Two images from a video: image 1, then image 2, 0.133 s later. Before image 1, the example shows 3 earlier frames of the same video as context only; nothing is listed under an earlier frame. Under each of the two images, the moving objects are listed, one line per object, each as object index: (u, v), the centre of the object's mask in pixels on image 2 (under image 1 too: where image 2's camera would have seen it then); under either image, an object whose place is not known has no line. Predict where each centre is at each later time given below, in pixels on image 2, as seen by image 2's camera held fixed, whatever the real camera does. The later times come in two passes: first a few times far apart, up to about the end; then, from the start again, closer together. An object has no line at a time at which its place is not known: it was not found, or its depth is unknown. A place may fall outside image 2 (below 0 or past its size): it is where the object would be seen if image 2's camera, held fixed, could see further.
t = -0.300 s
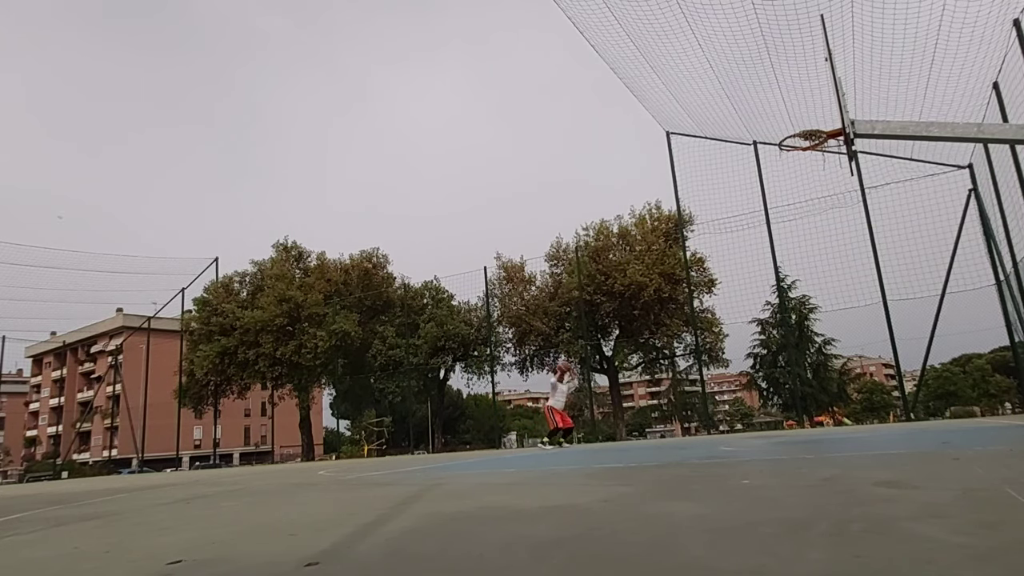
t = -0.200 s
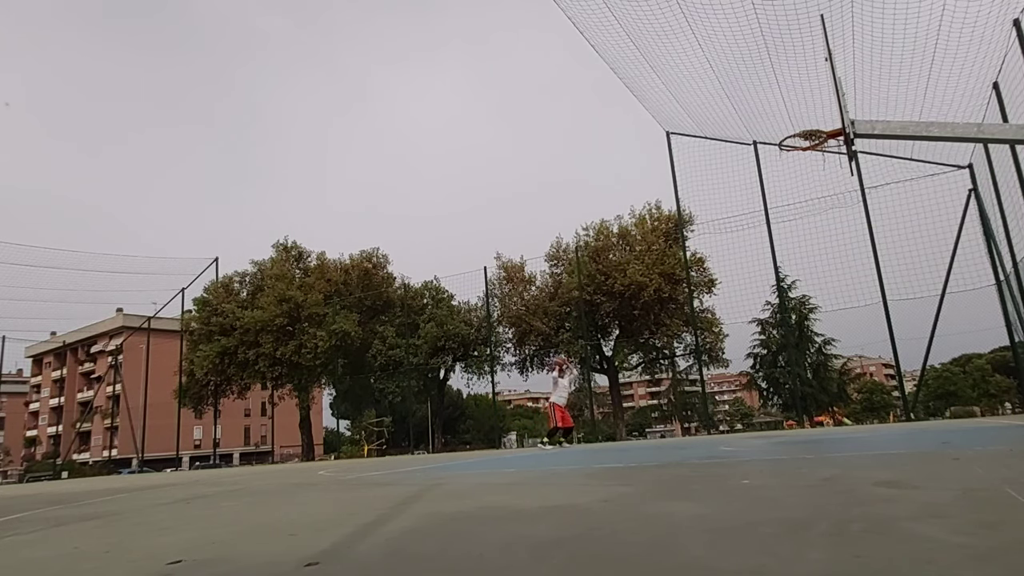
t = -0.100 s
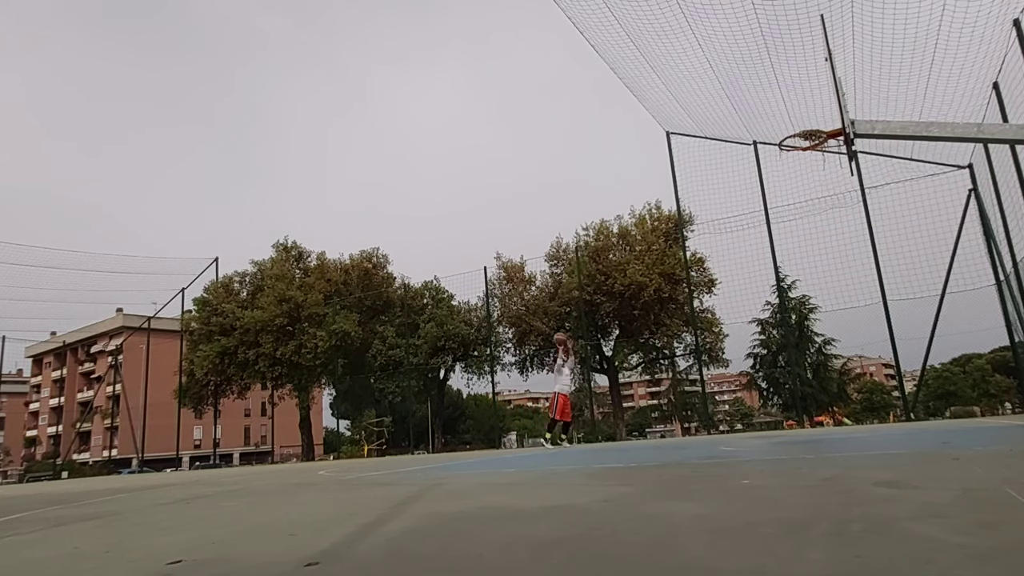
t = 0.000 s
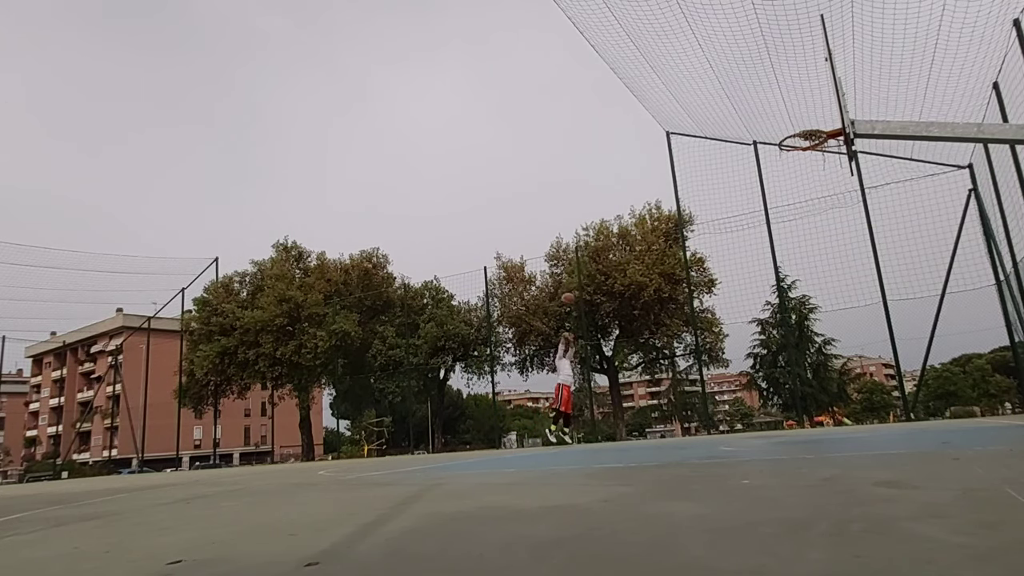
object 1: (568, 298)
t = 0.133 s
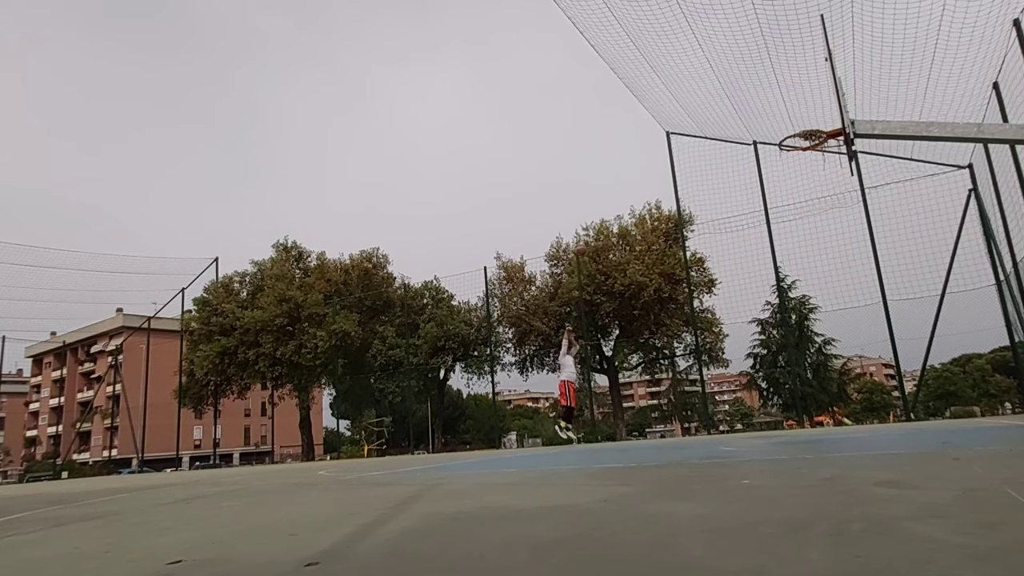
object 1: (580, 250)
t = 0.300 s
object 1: (597, 198)
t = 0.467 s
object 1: (619, 156)
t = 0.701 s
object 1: (658, 115)
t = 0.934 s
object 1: (711, 102)
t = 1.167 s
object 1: (788, 127)
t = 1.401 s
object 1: (823, 224)
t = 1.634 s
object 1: (852, 360)
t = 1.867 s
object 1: (850, 361)
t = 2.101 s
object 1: (832, 297)
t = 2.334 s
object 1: (824, 280)
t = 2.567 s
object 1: (824, 299)
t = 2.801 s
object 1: (828, 349)
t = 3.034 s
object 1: (838, 419)
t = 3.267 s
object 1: (831, 369)
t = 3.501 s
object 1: (828, 355)
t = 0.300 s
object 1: (597, 198)
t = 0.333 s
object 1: (601, 189)
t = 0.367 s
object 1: (605, 180)
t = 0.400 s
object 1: (609, 172)
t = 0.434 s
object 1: (614, 164)
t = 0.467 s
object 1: (619, 156)
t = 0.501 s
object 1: (623, 149)
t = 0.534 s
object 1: (629, 142)
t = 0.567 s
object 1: (634, 136)
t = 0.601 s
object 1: (640, 130)
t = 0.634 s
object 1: (645, 125)
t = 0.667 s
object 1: (651, 120)
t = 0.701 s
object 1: (658, 115)
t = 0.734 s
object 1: (664, 112)
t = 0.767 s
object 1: (671, 108)
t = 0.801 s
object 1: (679, 106)
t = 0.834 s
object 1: (686, 104)
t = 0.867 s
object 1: (694, 102)
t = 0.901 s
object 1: (703, 101)
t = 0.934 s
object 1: (711, 102)
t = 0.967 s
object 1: (721, 102)
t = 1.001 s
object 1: (731, 104)
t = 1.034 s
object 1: (741, 107)
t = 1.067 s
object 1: (752, 111)
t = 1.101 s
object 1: (763, 116)
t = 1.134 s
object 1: (776, 121)
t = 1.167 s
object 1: (788, 127)
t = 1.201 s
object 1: (801, 137)
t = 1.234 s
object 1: (807, 149)
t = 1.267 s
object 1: (810, 163)
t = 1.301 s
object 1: (813, 177)
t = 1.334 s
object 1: (816, 191)
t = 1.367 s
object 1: (820, 207)
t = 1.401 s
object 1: (823, 224)
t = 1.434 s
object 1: (827, 241)
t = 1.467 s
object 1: (831, 259)
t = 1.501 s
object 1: (835, 277)
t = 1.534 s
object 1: (838, 296)
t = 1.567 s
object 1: (843, 316)
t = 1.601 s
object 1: (847, 338)
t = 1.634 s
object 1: (852, 360)
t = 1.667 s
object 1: (855, 381)
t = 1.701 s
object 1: (862, 404)
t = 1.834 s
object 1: (853, 375)
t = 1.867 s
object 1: (850, 361)
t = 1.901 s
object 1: (847, 349)
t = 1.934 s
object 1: (844, 337)
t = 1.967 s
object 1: (841, 327)
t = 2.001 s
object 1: (839, 318)
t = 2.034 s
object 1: (836, 310)
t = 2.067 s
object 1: (834, 303)
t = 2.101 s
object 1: (832, 297)
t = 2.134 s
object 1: (831, 292)
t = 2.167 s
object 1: (829, 288)
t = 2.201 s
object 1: (828, 285)
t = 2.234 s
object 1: (827, 282)
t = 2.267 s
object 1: (826, 281)
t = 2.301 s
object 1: (825, 280)
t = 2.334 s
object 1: (824, 280)
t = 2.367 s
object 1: (824, 281)
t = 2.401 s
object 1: (823, 283)
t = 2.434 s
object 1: (824, 284)
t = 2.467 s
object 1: (823, 287)
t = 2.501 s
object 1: (823, 290)
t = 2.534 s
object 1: (823, 295)
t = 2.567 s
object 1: (824, 299)
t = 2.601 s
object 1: (824, 305)
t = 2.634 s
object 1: (825, 311)
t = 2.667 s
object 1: (826, 318)
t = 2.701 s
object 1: (826, 325)
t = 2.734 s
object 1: (827, 333)
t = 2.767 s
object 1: (828, 341)
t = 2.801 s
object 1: (828, 349)
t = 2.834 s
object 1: (830, 360)
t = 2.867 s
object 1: (830, 369)
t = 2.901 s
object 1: (834, 380)
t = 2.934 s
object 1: (835, 392)
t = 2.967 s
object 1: (837, 404)
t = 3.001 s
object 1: (838, 417)
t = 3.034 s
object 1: (838, 419)
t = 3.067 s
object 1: (837, 409)
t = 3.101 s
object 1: (836, 401)
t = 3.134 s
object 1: (834, 393)
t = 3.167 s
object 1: (833, 386)
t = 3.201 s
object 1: (832, 379)
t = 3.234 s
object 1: (832, 374)
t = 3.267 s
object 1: (831, 369)
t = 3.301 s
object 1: (830, 365)
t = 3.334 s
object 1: (830, 362)
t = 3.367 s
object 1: (829, 359)
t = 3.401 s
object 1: (828, 357)
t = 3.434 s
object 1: (829, 356)
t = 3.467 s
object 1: (829, 355)
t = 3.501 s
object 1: (828, 355)
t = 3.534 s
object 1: (828, 355)
